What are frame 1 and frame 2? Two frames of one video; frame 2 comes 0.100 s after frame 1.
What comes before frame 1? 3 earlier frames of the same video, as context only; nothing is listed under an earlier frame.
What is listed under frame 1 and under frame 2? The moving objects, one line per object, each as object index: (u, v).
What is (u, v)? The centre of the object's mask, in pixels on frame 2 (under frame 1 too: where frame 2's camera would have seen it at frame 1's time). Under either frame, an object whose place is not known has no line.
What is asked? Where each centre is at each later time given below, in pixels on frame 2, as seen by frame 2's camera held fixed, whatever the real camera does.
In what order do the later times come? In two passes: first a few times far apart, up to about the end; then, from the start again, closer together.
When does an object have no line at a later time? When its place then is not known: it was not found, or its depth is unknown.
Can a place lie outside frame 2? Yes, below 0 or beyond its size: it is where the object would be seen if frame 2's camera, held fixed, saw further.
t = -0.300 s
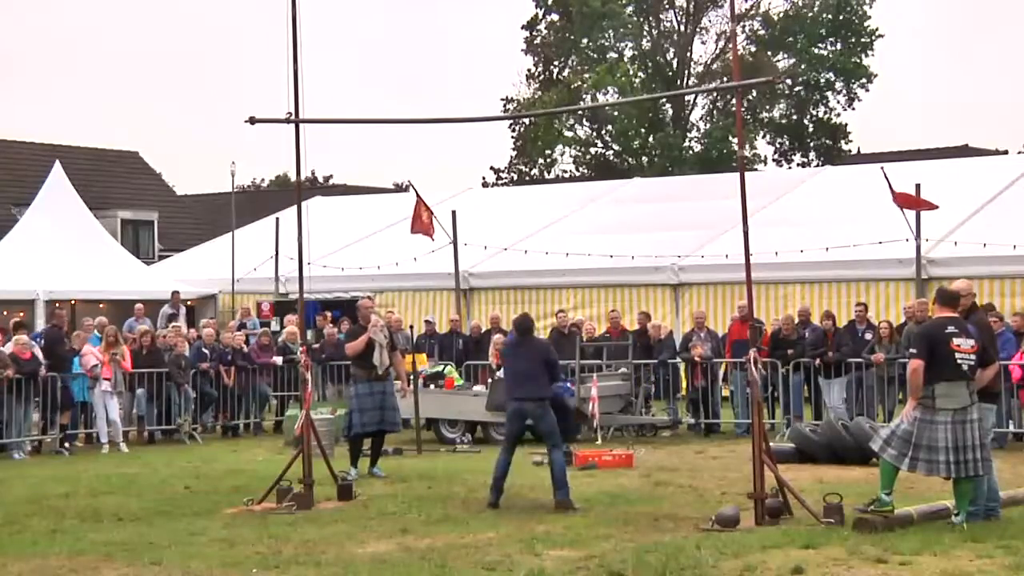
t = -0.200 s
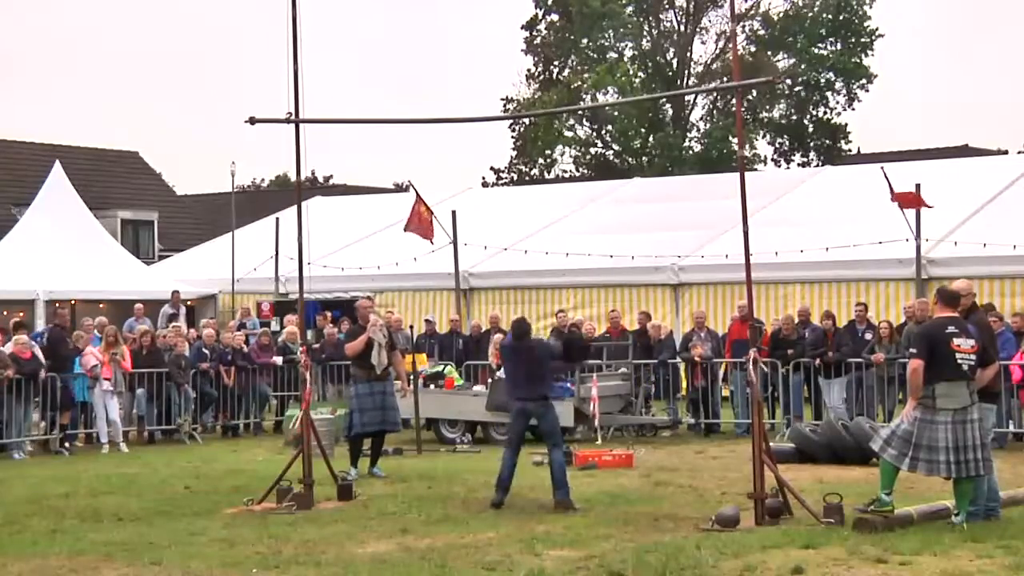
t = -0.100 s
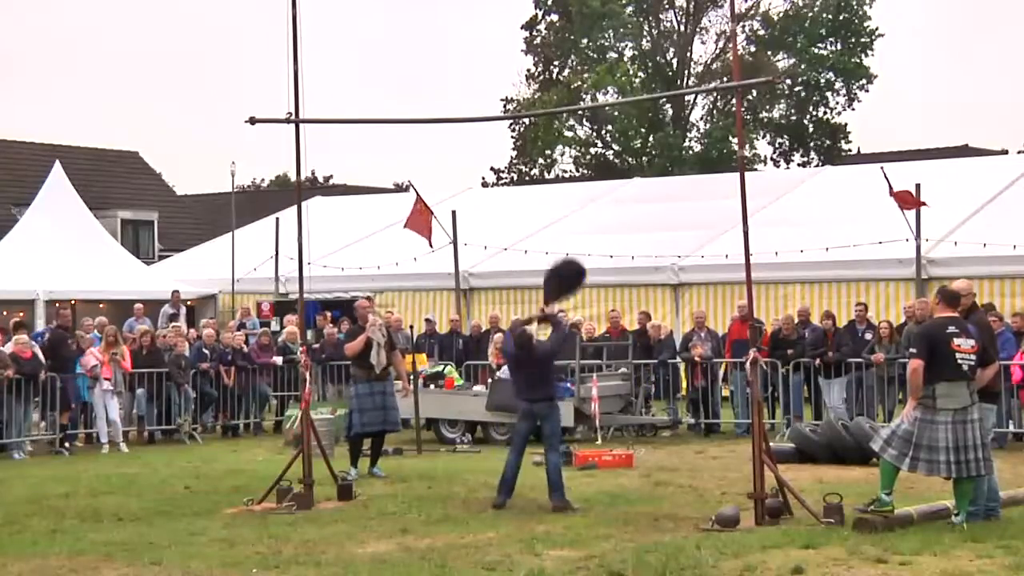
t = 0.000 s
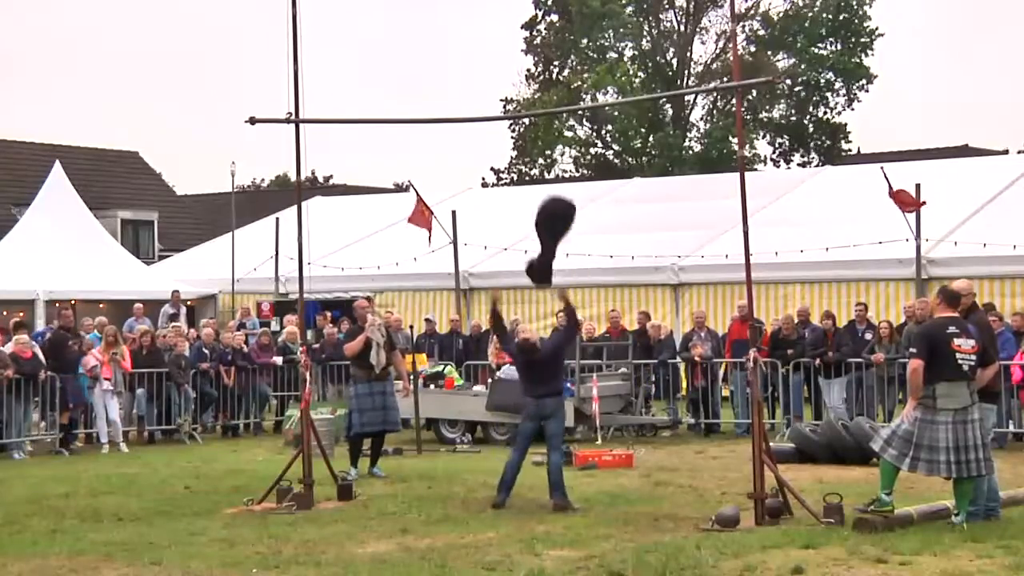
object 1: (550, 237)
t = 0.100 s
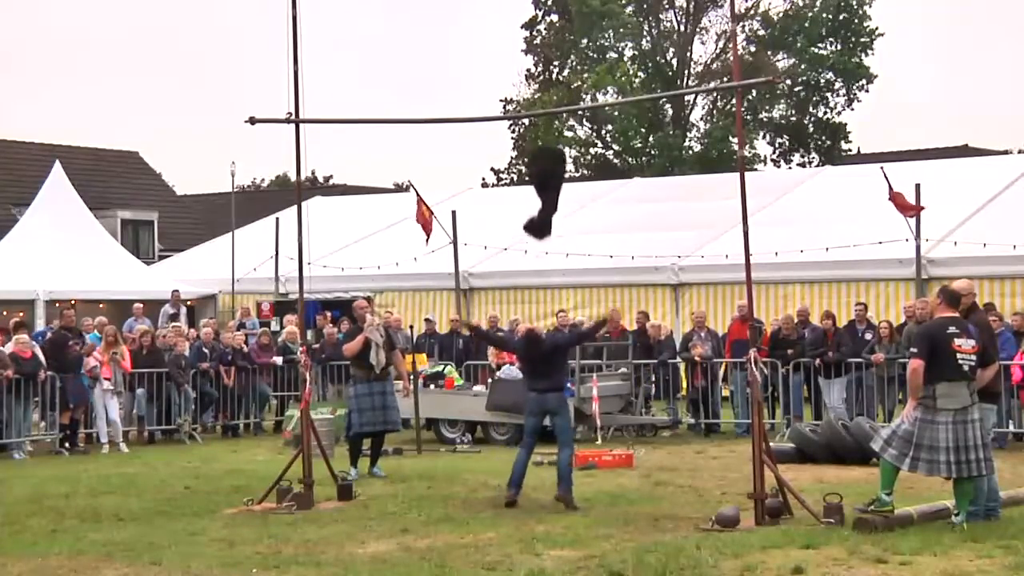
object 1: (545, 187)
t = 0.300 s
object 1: (539, 104)
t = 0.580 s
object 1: (526, 41)
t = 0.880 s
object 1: (490, 74)
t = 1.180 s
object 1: (437, 253)
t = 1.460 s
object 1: (395, 525)
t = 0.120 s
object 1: (544, 177)
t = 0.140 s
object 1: (543, 167)
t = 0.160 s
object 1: (544, 161)
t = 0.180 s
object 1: (543, 153)
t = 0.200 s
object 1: (542, 143)
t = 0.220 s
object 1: (542, 134)
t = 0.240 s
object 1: (542, 128)
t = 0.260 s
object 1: (541, 119)
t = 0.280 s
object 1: (540, 112)
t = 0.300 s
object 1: (539, 104)
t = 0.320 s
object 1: (538, 97)
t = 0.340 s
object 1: (538, 89)
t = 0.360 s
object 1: (536, 83)
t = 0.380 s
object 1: (534, 75)
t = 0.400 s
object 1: (536, 73)
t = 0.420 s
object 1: (536, 69)
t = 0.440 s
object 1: (535, 65)
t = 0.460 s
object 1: (533, 59)
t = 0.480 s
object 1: (531, 56)
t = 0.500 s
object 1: (530, 52)
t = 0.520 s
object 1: (529, 48)
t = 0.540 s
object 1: (527, 46)
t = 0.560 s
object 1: (526, 44)
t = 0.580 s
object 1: (526, 41)
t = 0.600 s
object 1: (525, 40)
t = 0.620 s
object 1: (522, 39)
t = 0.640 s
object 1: (520, 39)
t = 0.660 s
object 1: (518, 39)
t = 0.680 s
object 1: (516, 39)
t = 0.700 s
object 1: (514, 40)
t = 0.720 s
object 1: (513, 41)
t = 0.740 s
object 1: (510, 43)
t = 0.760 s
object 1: (508, 46)
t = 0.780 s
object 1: (504, 49)
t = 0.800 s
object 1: (502, 52)
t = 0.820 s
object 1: (499, 57)
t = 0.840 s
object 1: (496, 62)
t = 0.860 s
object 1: (493, 68)
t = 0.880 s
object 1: (490, 74)
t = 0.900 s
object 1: (487, 81)
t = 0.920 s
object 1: (483, 89)
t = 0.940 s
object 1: (480, 97)
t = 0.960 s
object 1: (476, 107)
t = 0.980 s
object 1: (473, 116)
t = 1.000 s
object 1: (469, 127)
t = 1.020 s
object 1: (466, 138)
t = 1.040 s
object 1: (462, 150)
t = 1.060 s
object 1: (458, 163)
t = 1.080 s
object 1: (454, 178)
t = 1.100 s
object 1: (451, 190)
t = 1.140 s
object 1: (444, 219)
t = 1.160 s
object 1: (440, 235)
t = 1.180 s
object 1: (437, 253)
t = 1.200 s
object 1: (433, 272)
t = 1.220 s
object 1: (430, 289)
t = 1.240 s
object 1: (427, 307)
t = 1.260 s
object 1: (424, 324)
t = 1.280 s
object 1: (421, 344)
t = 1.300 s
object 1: (419, 366)
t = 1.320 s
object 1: (416, 389)
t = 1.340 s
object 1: (413, 408)
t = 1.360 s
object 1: (410, 426)
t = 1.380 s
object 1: (407, 452)
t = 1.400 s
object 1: (405, 474)
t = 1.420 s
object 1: (401, 495)
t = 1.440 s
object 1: (398, 515)
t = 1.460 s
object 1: (395, 525)
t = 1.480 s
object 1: (395, 532)
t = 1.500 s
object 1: (393, 534)
